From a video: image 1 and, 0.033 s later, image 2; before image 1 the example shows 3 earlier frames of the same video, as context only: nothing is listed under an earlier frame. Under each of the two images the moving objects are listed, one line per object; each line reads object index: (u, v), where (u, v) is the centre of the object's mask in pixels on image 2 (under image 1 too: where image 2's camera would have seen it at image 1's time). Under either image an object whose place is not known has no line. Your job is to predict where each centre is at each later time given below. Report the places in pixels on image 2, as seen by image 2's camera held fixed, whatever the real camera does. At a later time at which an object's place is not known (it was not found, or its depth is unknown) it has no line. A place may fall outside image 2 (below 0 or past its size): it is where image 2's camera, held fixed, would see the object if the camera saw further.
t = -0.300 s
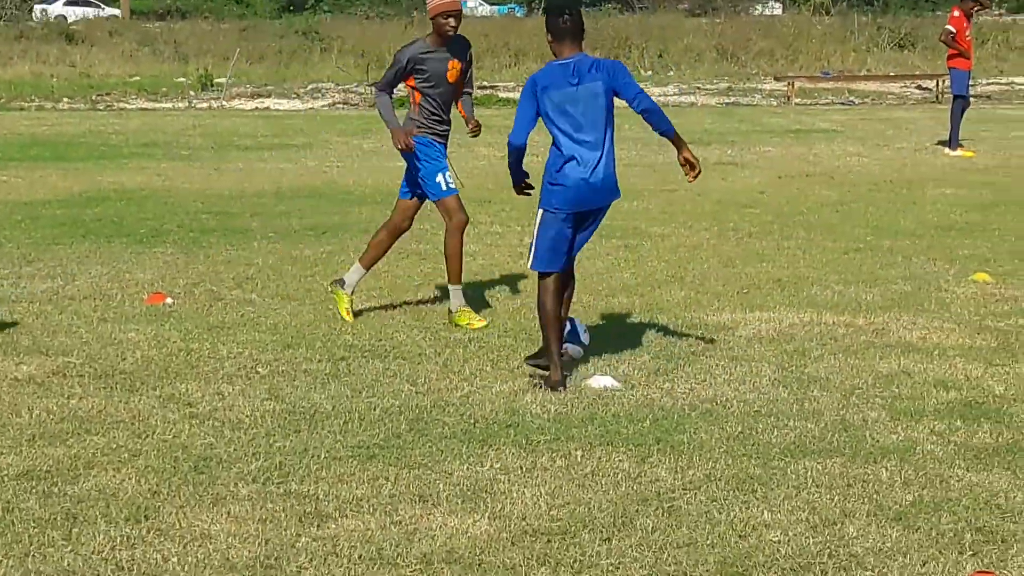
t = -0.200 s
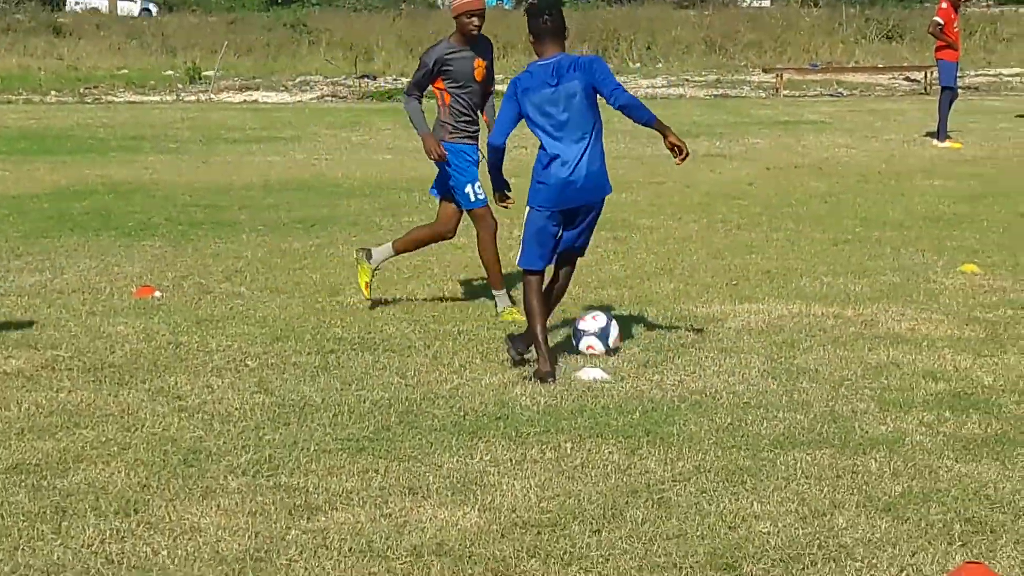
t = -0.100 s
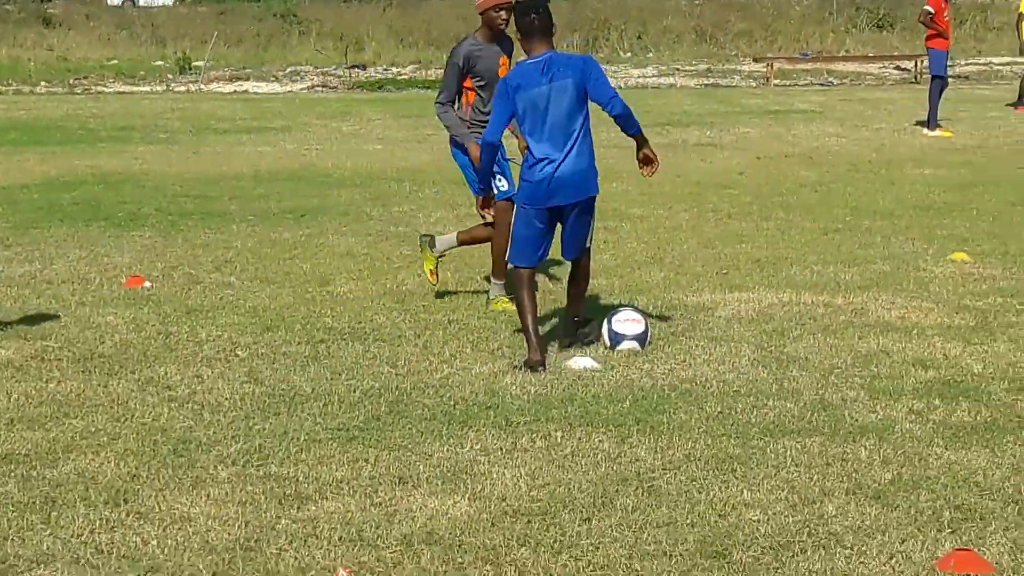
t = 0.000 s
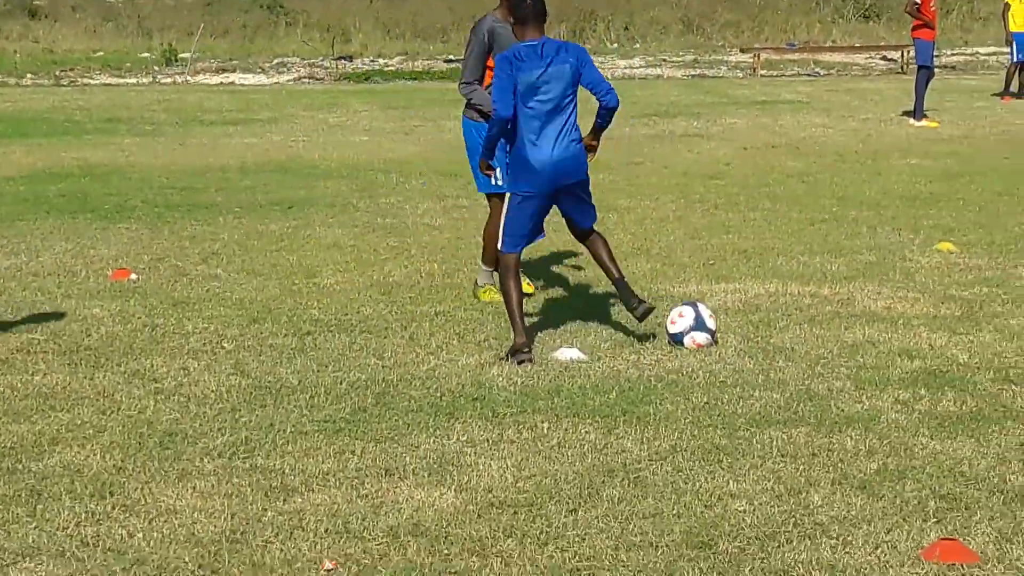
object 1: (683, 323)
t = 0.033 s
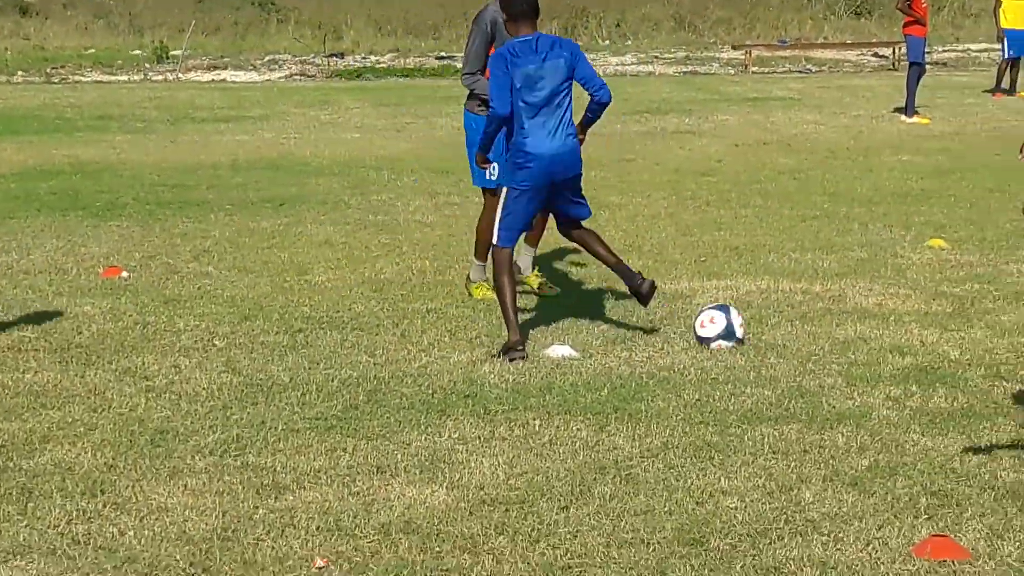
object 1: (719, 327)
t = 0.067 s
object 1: (749, 325)
